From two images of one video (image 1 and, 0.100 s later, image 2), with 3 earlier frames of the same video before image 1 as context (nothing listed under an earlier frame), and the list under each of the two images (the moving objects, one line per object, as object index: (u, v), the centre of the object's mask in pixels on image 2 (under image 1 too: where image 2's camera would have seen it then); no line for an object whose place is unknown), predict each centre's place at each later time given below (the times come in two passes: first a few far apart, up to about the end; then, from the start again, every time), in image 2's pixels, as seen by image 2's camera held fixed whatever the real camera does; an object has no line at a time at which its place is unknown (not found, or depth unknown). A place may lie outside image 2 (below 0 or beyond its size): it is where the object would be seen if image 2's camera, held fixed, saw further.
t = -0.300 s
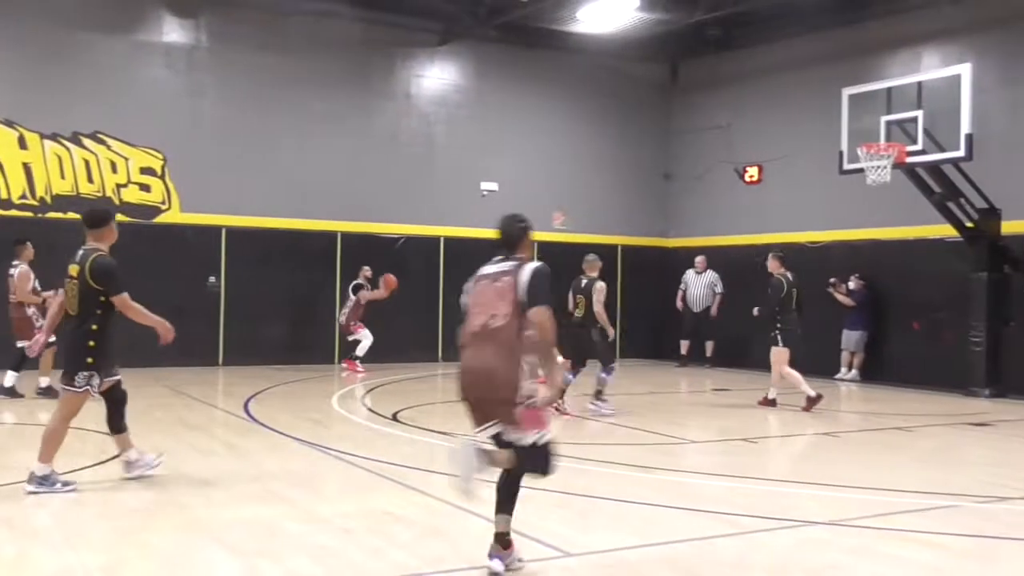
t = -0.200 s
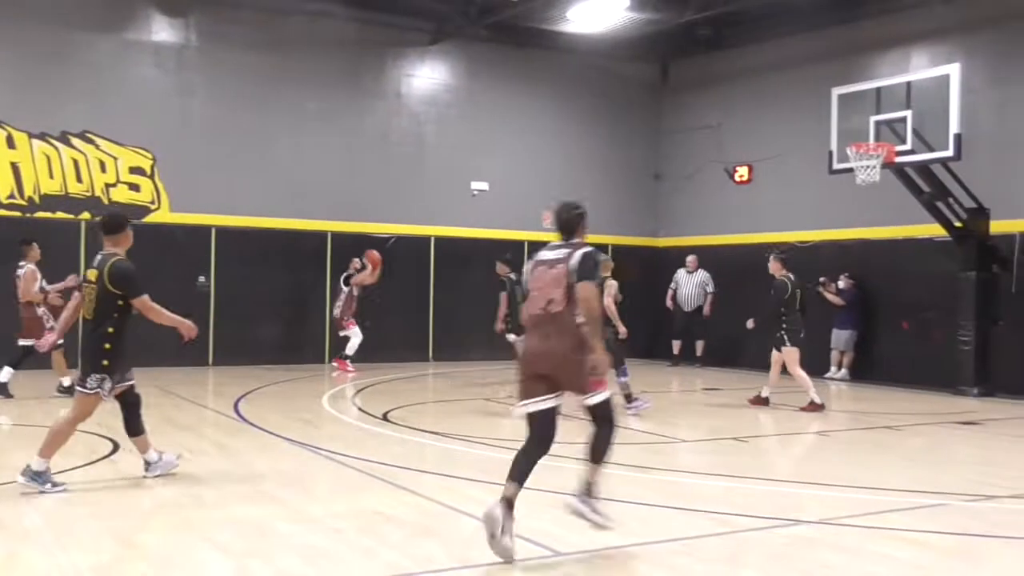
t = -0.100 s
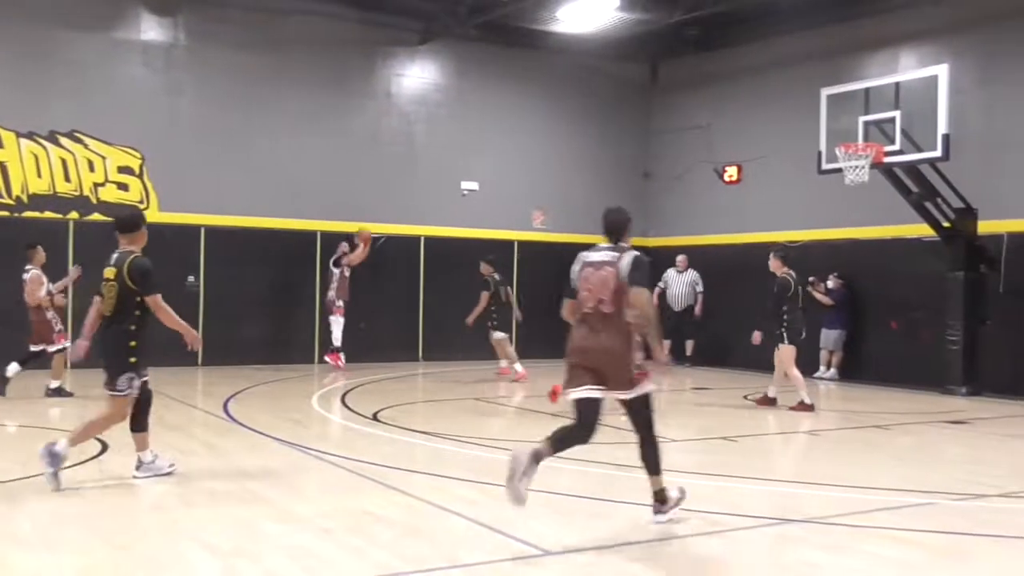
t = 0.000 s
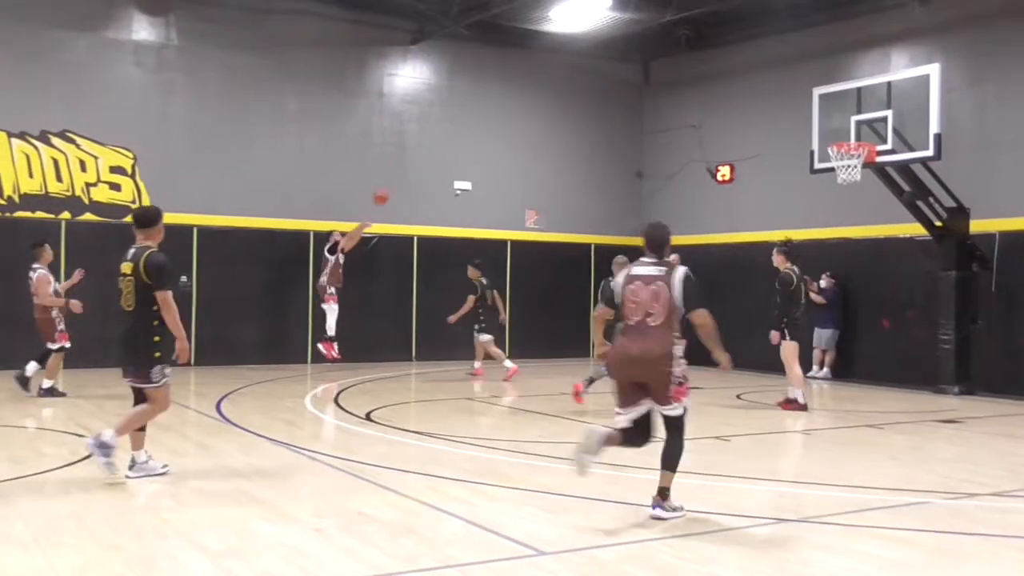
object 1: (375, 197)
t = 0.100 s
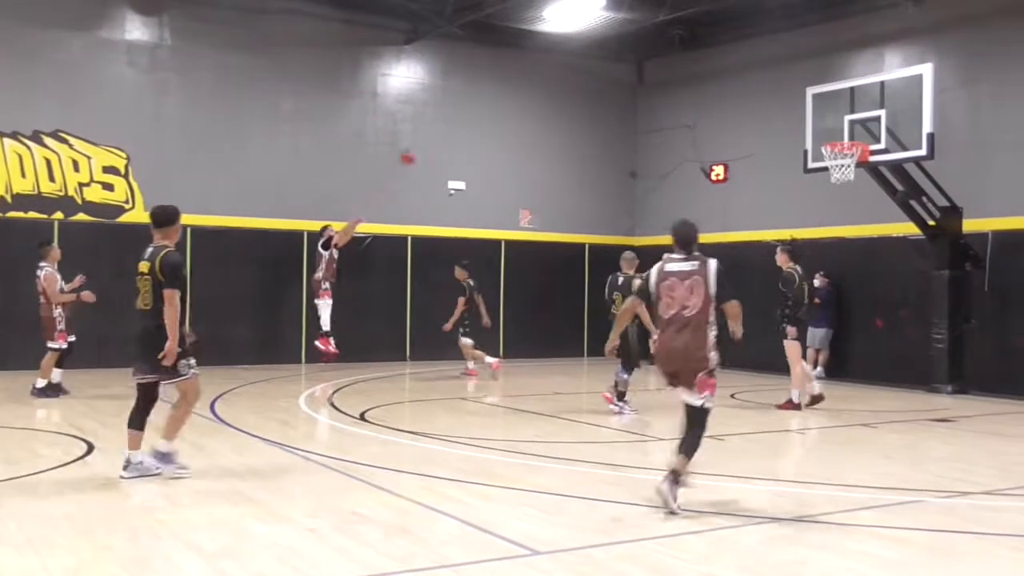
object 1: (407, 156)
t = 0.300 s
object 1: (475, 93)
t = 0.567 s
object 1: (572, 47)
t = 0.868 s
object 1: (687, 54)
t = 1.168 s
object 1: (813, 131)
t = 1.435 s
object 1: (791, 88)
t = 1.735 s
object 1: (754, 87)
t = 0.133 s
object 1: (420, 141)
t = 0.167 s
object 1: (430, 132)
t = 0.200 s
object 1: (442, 121)
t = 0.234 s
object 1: (452, 111)
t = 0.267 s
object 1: (465, 101)
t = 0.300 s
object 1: (475, 93)
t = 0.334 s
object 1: (488, 85)
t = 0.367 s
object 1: (500, 78)
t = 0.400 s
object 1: (512, 72)
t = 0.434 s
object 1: (523, 65)
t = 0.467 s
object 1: (535, 59)
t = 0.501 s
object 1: (547, 54)
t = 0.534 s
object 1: (557, 50)
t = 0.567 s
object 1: (572, 47)
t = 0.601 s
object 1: (585, 43)
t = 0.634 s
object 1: (596, 43)
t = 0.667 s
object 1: (609, 43)
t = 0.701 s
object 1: (621, 43)
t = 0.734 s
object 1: (634, 43)
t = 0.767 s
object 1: (647, 44)
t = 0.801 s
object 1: (661, 47)
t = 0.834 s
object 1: (674, 50)
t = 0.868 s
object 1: (687, 54)
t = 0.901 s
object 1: (701, 59)
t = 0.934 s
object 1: (714, 65)
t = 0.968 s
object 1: (728, 71)
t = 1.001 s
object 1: (742, 79)
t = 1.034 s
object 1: (757, 88)
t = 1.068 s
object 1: (770, 96)
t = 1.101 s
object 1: (784, 107)
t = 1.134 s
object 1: (797, 118)
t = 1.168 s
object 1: (813, 131)
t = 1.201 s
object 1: (819, 136)
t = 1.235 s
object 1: (816, 127)
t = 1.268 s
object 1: (812, 119)
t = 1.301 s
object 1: (807, 110)
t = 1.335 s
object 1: (802, 103)
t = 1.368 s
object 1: (799, 97)
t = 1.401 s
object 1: (795, 91)
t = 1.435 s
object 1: (791, 88)
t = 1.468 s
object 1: (787, 83)
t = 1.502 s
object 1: (783, 82)
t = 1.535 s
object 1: (778, 80)
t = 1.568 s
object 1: (774, 79)
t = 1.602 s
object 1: (770, 79)
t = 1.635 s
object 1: (766, 80)
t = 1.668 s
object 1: (762, 82)
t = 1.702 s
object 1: (758, 84)
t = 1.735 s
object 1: (754, 87)
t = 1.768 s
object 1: (750, 91)
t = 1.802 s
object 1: (746, 97)
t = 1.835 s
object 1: (742, 102)
